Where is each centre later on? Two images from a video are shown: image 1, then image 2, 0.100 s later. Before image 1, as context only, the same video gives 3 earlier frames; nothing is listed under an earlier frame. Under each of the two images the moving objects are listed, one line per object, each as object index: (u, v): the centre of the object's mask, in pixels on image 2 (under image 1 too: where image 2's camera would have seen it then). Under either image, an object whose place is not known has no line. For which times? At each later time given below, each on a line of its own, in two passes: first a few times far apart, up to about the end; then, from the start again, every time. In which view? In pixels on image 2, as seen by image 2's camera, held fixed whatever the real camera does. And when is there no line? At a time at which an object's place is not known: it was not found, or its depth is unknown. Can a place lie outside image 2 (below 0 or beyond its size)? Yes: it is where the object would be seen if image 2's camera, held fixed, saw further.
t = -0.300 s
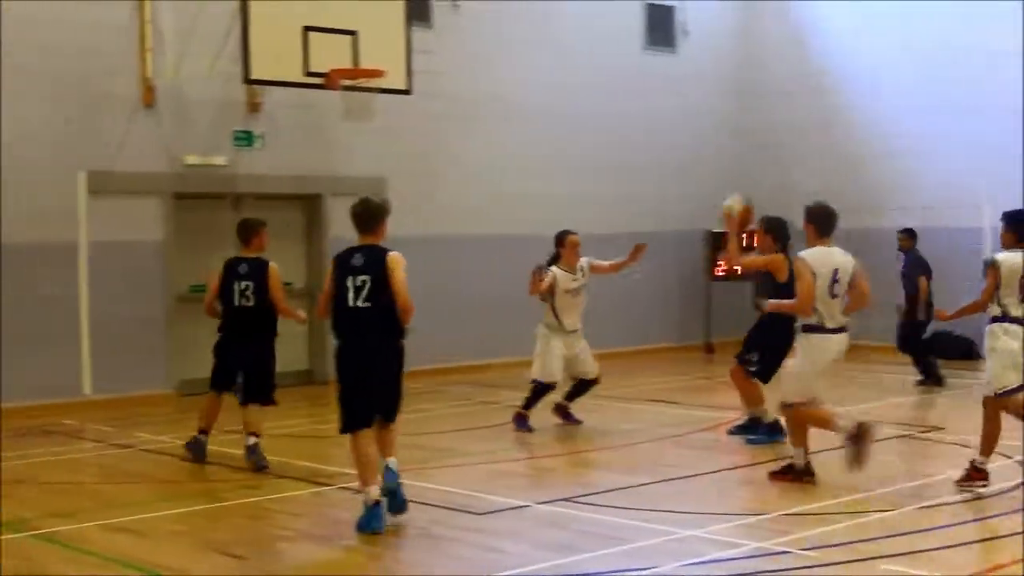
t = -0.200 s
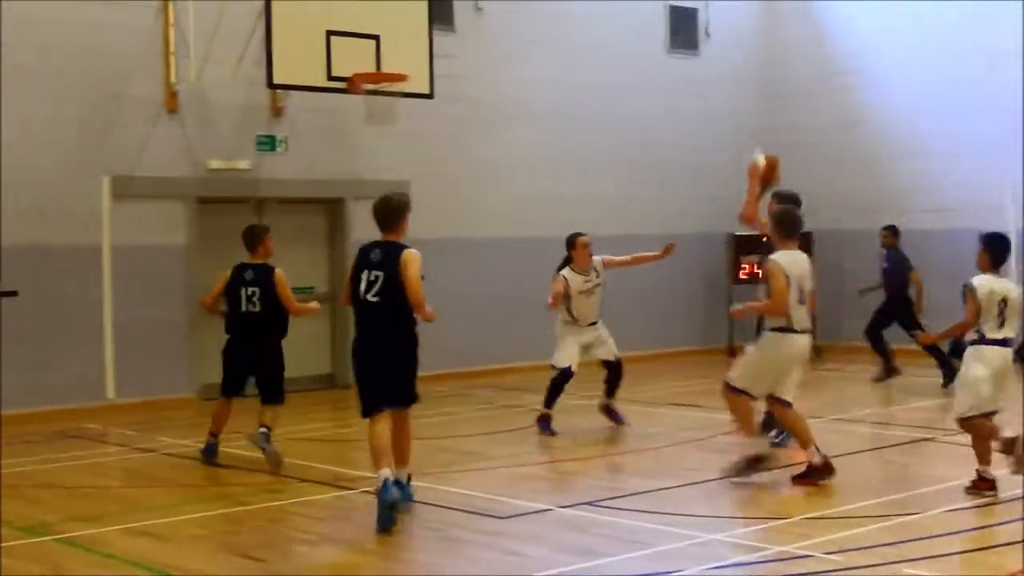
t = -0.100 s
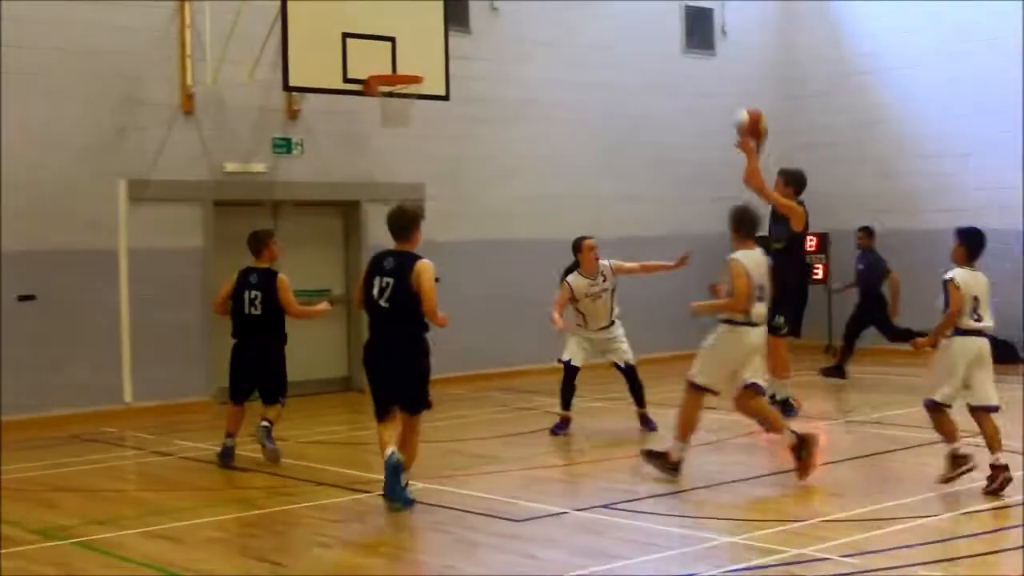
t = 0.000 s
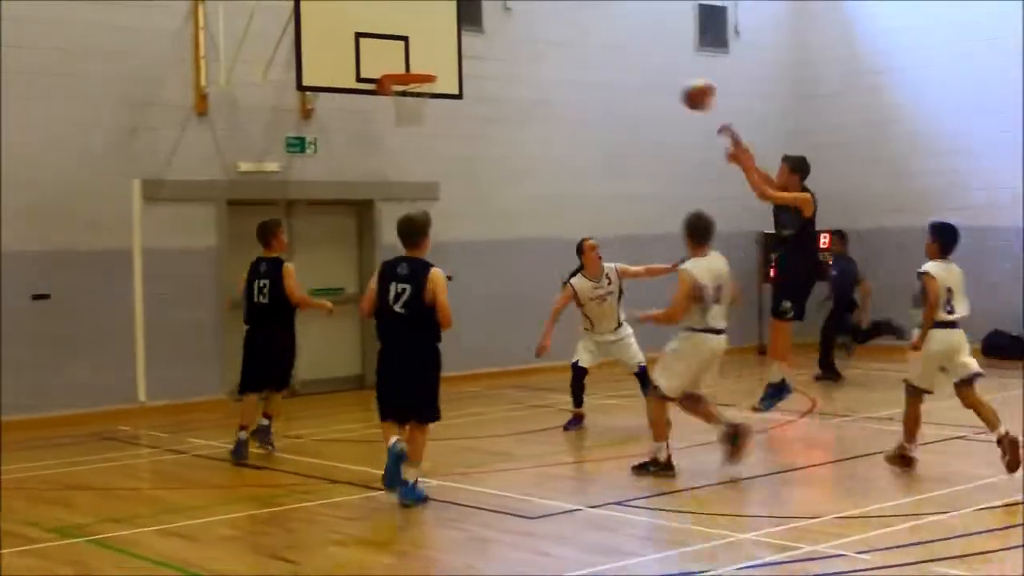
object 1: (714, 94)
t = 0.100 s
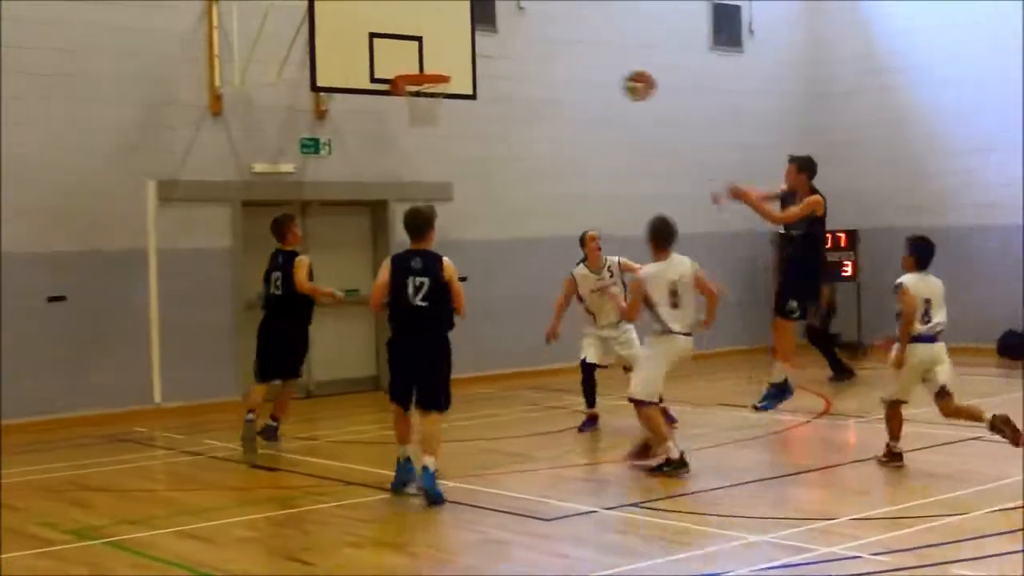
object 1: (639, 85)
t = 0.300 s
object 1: (495, 105)
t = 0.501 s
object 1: (354, 174)
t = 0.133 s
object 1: (615, 85)
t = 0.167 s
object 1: (591, 88)
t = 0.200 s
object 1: (566, 89)
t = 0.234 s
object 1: (542, 93)
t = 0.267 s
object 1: (519, 97)
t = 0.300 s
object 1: (495, 105)
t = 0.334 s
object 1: (471, 115)
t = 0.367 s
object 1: (447, 125)
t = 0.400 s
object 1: (423, 135)
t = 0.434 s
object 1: (400, 148)
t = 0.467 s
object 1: (377, 160)
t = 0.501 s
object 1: (354, 174)
